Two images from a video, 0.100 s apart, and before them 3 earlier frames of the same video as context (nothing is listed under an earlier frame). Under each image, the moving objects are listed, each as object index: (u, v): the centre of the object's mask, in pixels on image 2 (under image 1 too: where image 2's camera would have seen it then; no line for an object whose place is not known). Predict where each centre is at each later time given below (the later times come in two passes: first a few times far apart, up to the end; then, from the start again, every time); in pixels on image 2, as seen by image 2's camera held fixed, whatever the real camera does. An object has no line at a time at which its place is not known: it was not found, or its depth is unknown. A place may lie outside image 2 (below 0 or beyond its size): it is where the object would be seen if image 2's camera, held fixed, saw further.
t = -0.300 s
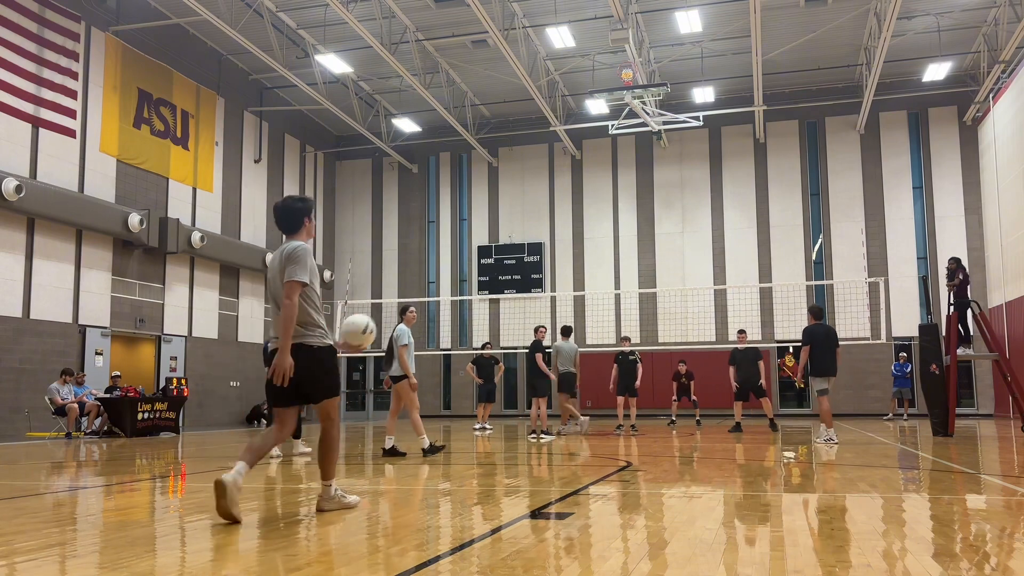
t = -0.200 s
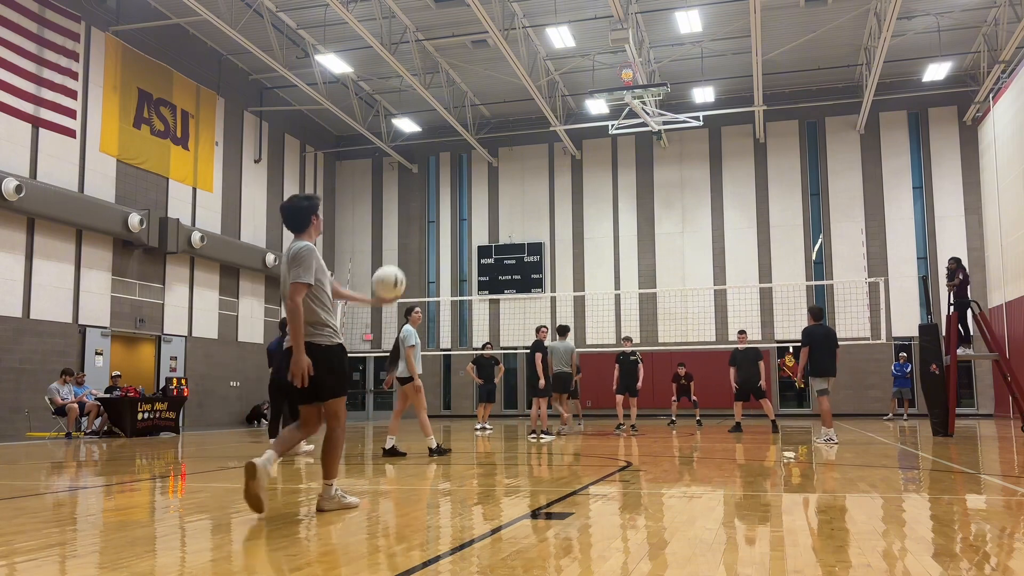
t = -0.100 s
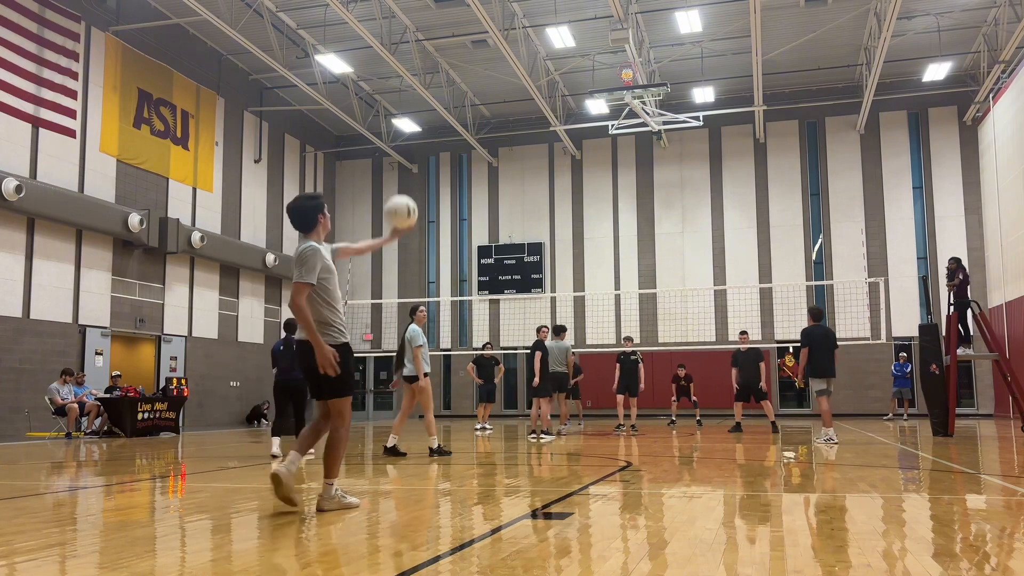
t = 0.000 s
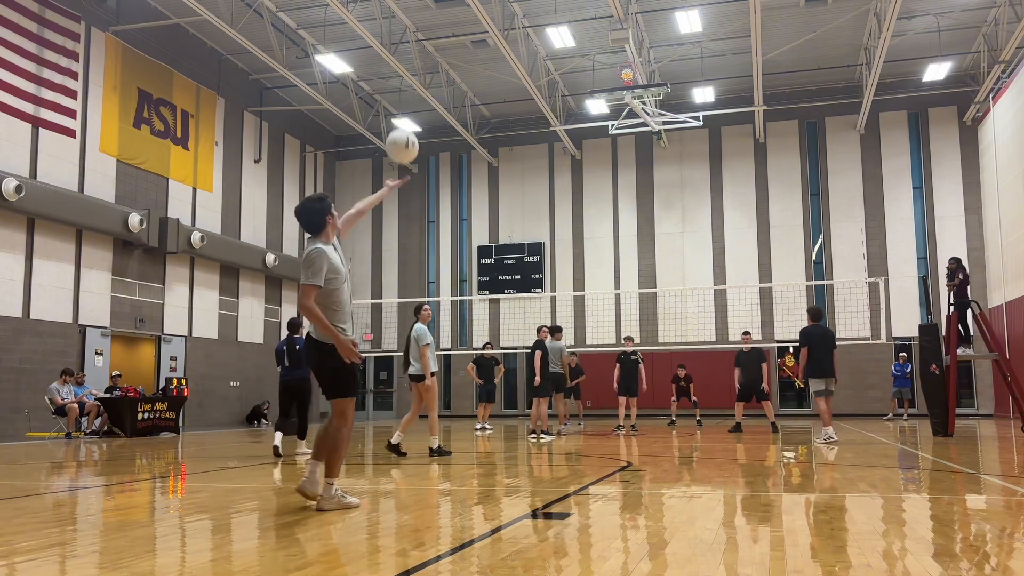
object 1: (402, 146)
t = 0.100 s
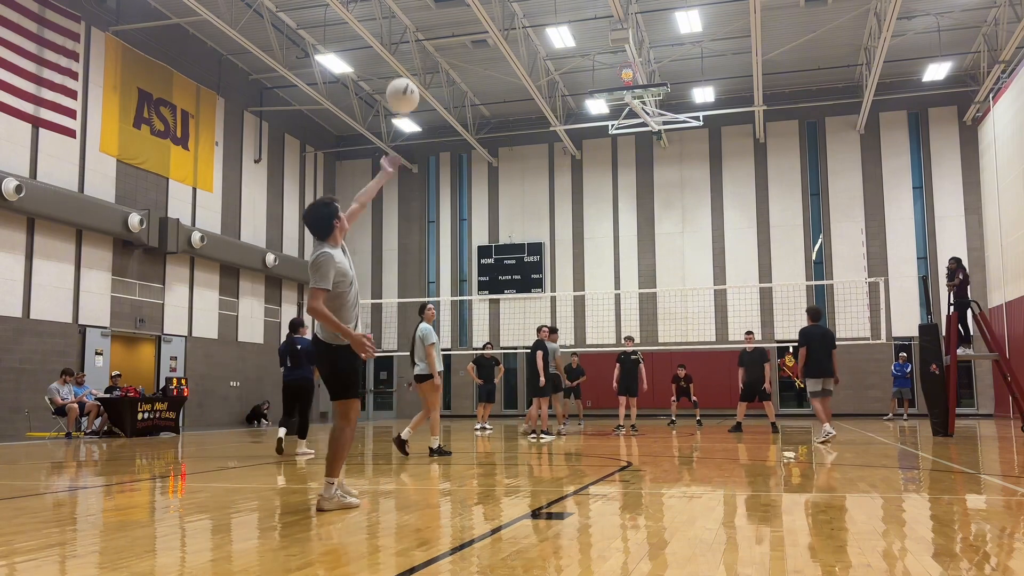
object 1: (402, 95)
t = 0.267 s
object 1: (403, 46)
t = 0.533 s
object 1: (405, 52)
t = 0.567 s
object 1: (406, 60)
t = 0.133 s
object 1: (403, 83)
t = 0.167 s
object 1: (403, 71)
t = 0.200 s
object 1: (403, 61)
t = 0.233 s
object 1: (403, 53)
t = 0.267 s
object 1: (403, 46)
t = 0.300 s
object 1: (403, 42)
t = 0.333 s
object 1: (404, 38)
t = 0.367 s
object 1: (404, 37)
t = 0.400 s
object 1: (404, 37)
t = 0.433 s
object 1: (404, 38)
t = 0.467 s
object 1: (405, 41)
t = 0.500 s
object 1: (405, 46)
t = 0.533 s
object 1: (405, 52)
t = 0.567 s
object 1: (406, 60)
